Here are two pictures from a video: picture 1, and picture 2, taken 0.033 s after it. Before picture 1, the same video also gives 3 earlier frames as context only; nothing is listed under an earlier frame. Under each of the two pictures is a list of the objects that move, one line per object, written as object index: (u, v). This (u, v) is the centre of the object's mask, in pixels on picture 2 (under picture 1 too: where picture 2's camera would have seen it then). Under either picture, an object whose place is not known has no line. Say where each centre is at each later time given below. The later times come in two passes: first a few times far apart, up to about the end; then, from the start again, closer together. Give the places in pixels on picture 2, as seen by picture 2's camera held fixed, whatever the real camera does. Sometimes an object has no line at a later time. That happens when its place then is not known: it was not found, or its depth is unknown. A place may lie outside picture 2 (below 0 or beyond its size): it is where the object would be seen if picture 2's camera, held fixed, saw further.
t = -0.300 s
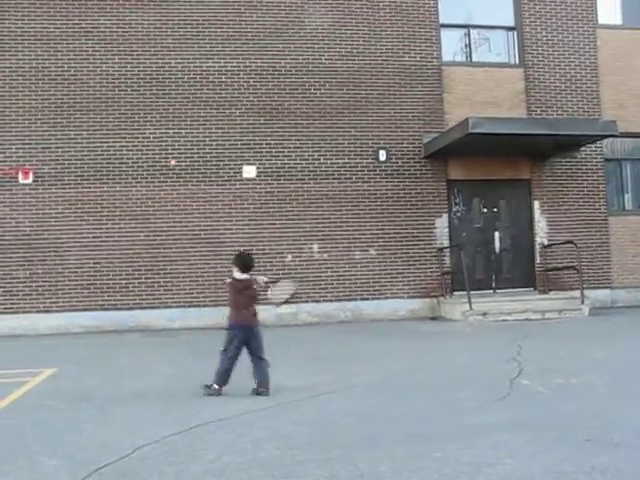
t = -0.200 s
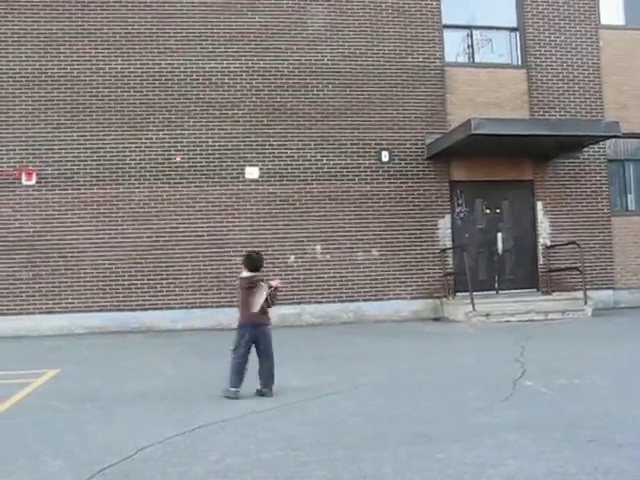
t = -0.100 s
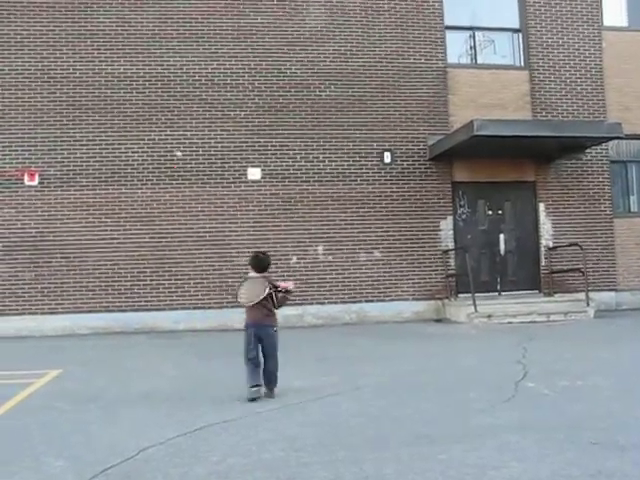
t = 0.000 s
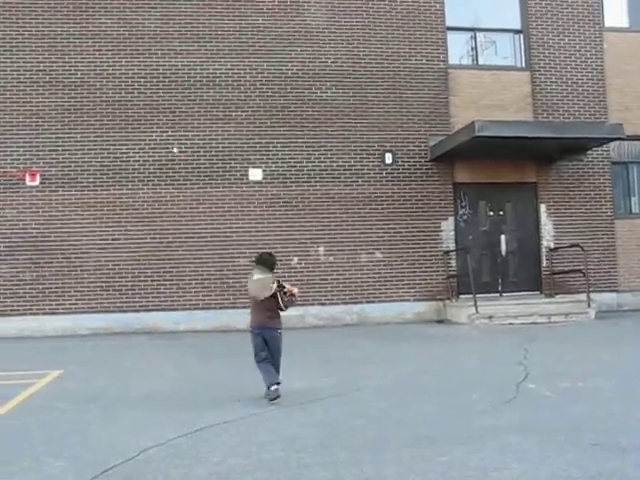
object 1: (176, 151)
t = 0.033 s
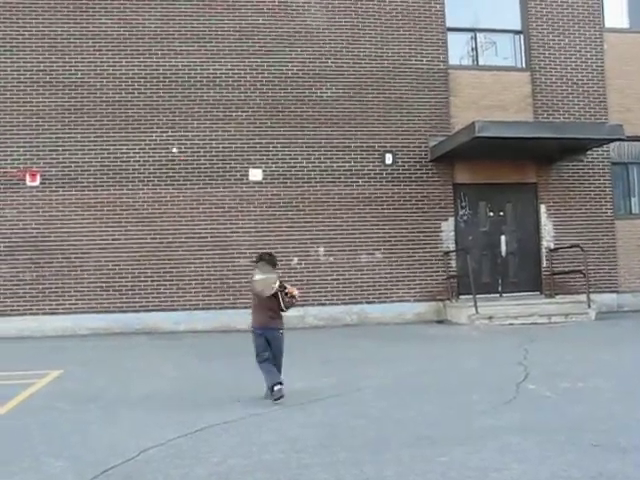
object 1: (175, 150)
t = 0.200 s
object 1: (167, 160)
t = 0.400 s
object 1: (156, 204)
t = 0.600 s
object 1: (147, 291)
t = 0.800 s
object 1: (139, 353)
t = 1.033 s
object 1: (127, 297)
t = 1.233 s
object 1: (121, 294)
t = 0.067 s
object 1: (172, 151)
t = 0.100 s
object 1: (172, 152)
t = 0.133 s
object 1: (171, 154)
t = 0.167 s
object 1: (168, 157)
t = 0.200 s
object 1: (167, 160)
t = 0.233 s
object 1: (165, 165)
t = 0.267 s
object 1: (163, 170)
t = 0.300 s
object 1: (161, 177)
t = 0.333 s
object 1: (160, 186)
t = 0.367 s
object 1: (157, 194)
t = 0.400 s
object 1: (156, 204)
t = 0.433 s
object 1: (154, 215)
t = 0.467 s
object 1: (153, 228)
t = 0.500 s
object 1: (152, 240)
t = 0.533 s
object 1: (150, 257)
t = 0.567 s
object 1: (147, 272)
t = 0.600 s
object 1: (147, 291)
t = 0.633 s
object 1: (146, 307)
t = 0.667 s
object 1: (144, 333)
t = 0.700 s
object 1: (143, 357)
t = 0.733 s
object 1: (141, 374)
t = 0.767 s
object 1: (140, 365)
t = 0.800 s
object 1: (139, 353)
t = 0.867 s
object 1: (135, 332)
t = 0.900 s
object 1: (134, 323)
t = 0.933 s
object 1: (131, 313)
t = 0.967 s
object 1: (130, 308)
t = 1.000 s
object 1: (129, 302)
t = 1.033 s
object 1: (127, 297)
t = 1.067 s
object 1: (126, 294)
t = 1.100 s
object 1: (125, 291)
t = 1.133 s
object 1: (125, 290)
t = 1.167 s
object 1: (123, 291)
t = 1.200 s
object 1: (122, 293)
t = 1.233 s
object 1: (121, 294)
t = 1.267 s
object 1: (121, 299)
